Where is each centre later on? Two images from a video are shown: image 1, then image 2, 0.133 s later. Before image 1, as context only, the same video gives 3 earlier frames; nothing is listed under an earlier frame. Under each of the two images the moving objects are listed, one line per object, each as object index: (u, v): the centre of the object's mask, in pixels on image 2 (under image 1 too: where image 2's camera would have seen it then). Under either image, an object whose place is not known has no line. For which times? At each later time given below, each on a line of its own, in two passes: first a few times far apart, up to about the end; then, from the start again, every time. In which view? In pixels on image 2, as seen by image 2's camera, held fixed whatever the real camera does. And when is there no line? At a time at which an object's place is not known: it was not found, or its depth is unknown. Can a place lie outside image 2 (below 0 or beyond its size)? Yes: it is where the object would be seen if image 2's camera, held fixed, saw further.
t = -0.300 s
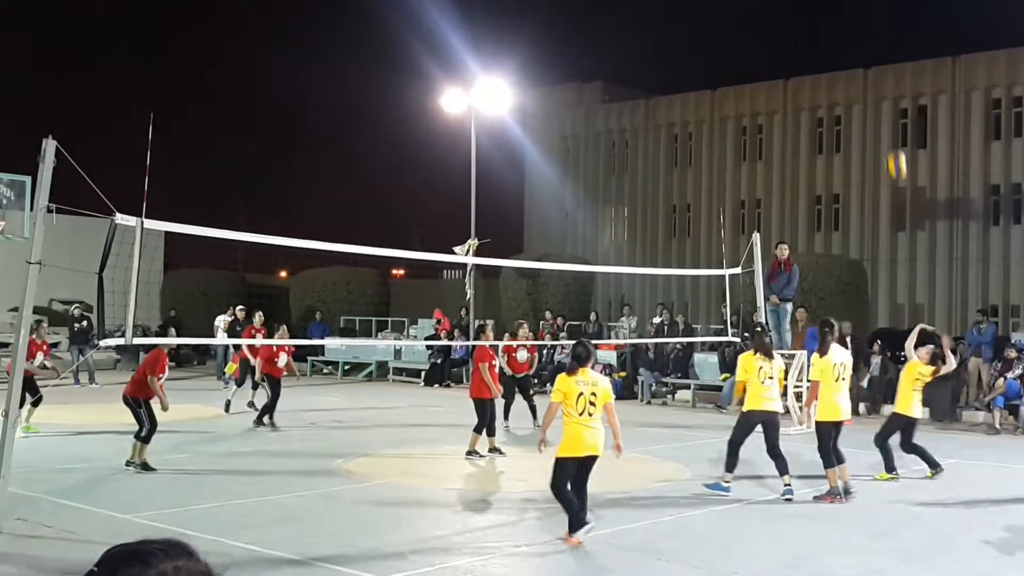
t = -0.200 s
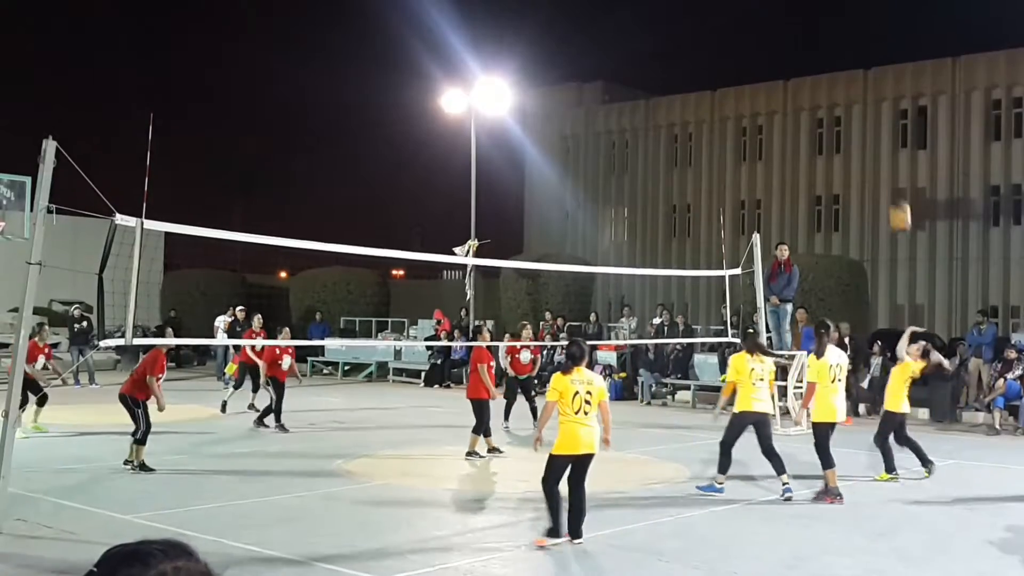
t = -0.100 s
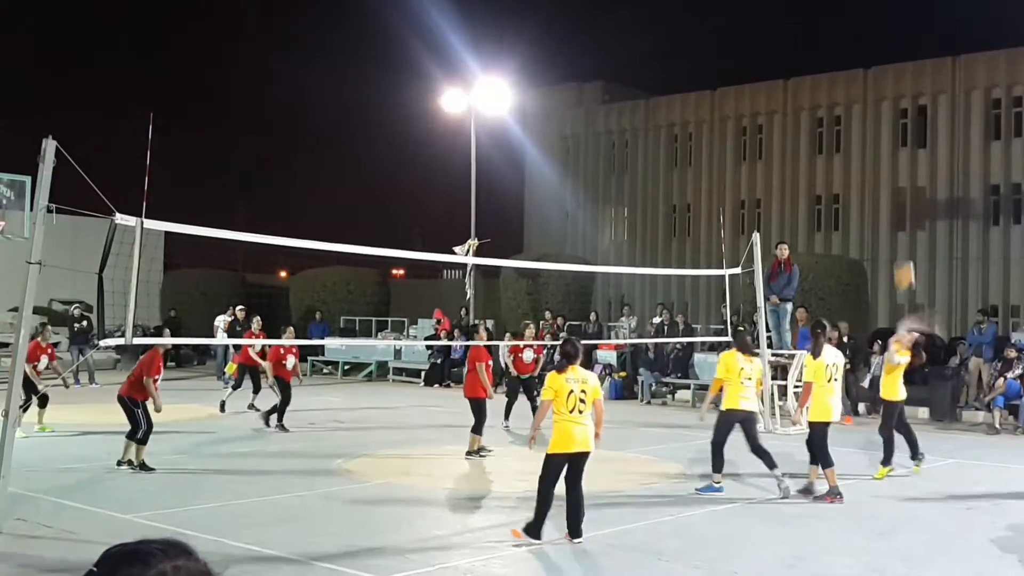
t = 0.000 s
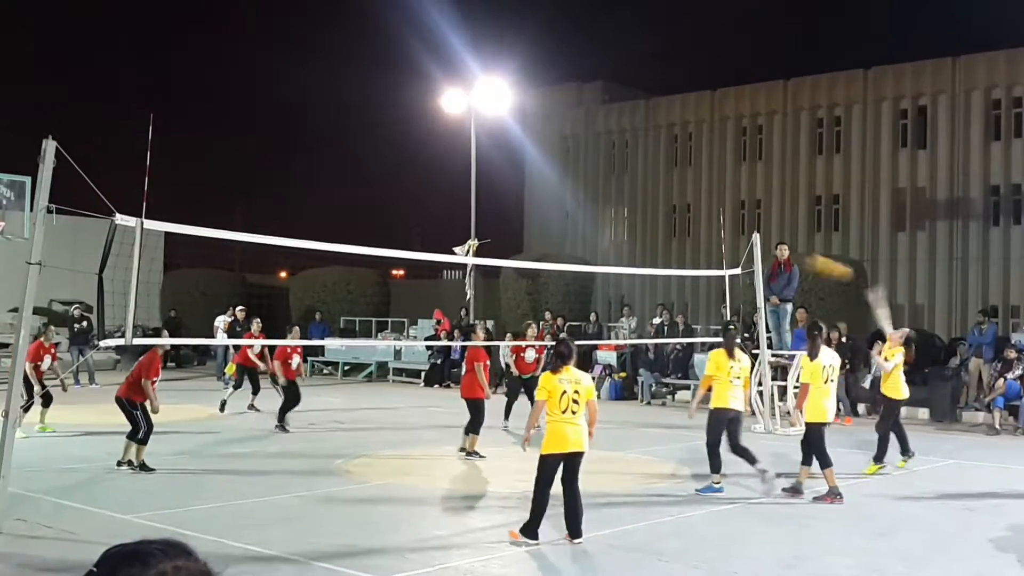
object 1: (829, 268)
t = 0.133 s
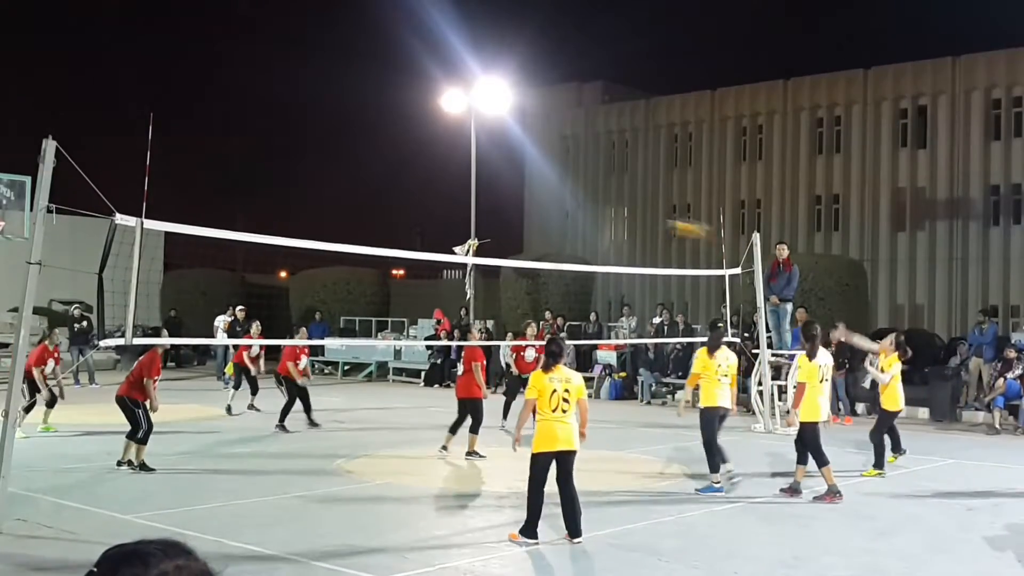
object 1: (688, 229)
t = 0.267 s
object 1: (562, 209)
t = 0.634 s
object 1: (278, 233)
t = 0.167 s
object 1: (655, 222)
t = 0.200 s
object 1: (624, 216)
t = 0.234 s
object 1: (593, 212)
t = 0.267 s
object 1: (562, 209)
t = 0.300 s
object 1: (530, 207)
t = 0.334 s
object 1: (504, 206)
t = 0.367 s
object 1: (475, 205)
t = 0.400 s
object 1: (447, 207)
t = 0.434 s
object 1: (420, 209)
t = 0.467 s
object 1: (394, 212)
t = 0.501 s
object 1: (368, 215)
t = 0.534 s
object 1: (344, 220)
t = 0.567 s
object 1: (317, 225)
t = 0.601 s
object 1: (295, 230)
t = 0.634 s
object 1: (278, 233)
